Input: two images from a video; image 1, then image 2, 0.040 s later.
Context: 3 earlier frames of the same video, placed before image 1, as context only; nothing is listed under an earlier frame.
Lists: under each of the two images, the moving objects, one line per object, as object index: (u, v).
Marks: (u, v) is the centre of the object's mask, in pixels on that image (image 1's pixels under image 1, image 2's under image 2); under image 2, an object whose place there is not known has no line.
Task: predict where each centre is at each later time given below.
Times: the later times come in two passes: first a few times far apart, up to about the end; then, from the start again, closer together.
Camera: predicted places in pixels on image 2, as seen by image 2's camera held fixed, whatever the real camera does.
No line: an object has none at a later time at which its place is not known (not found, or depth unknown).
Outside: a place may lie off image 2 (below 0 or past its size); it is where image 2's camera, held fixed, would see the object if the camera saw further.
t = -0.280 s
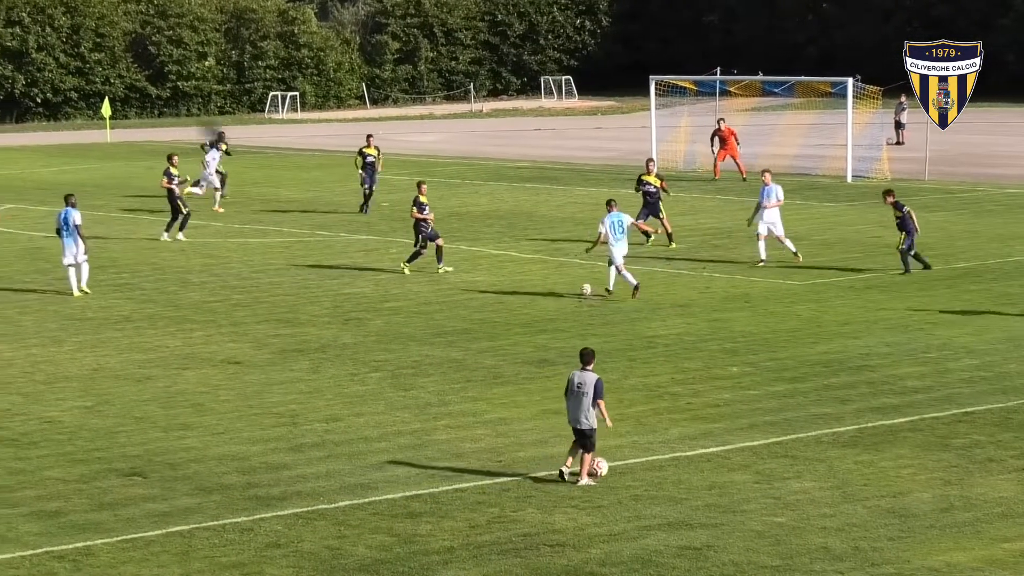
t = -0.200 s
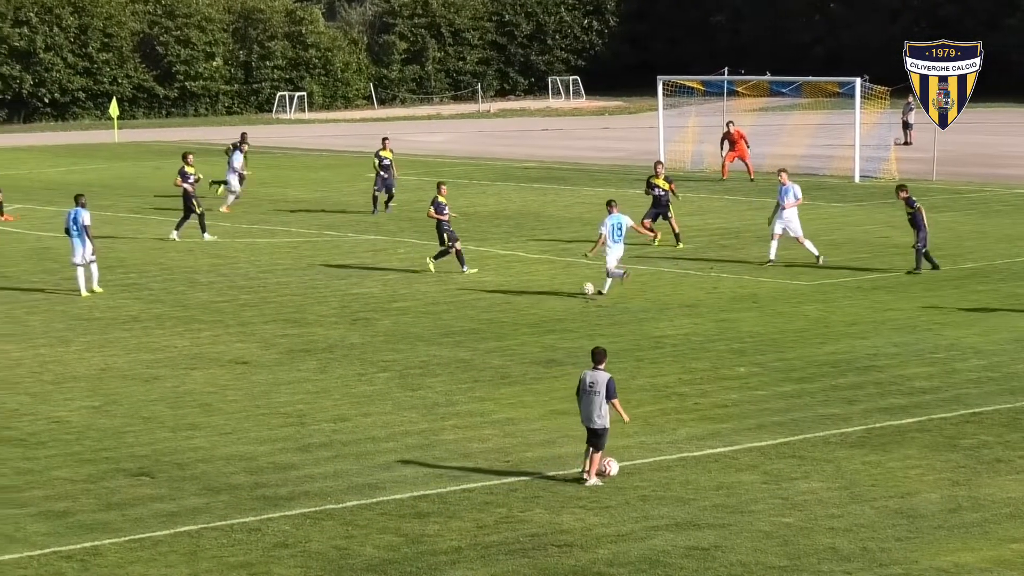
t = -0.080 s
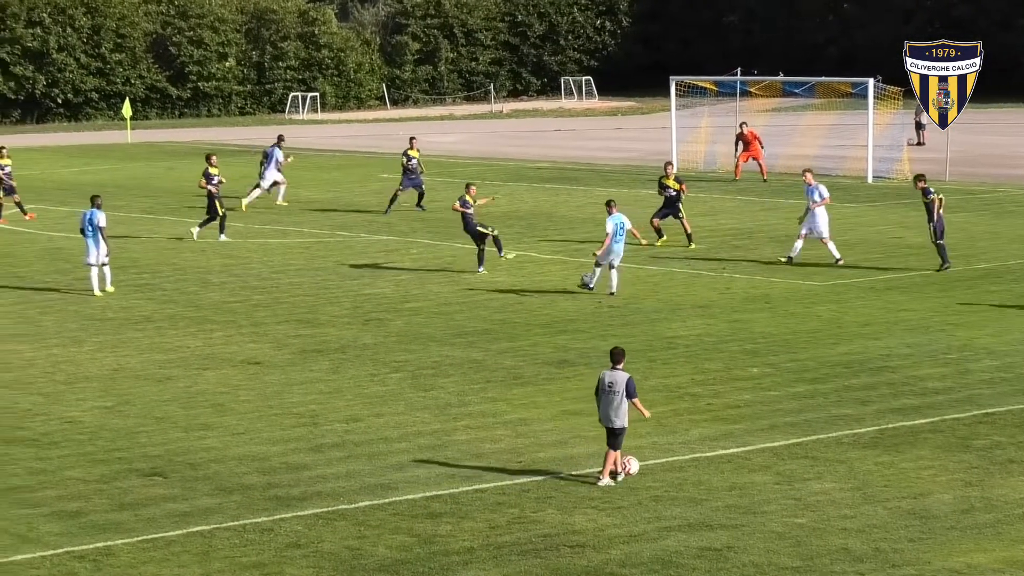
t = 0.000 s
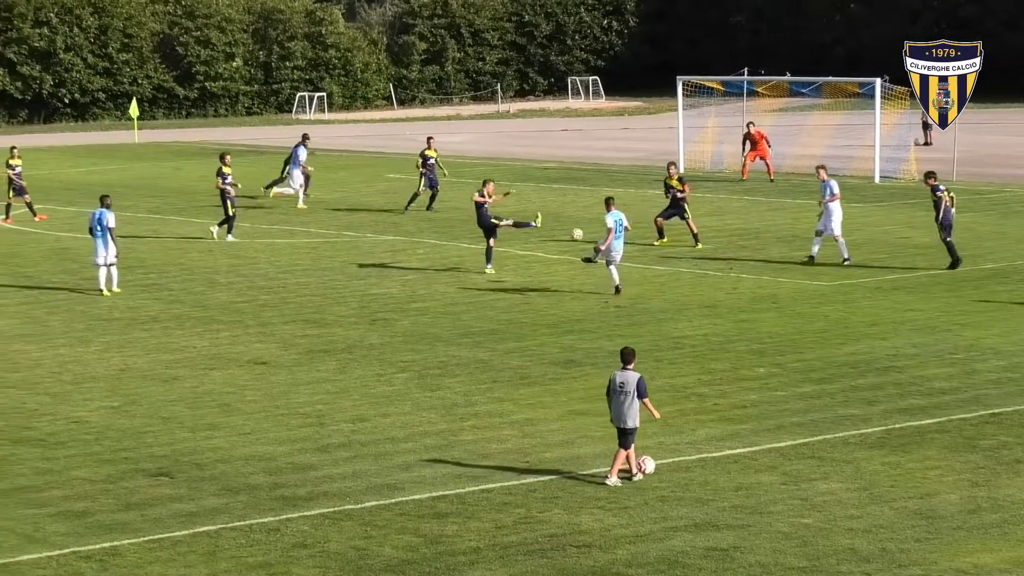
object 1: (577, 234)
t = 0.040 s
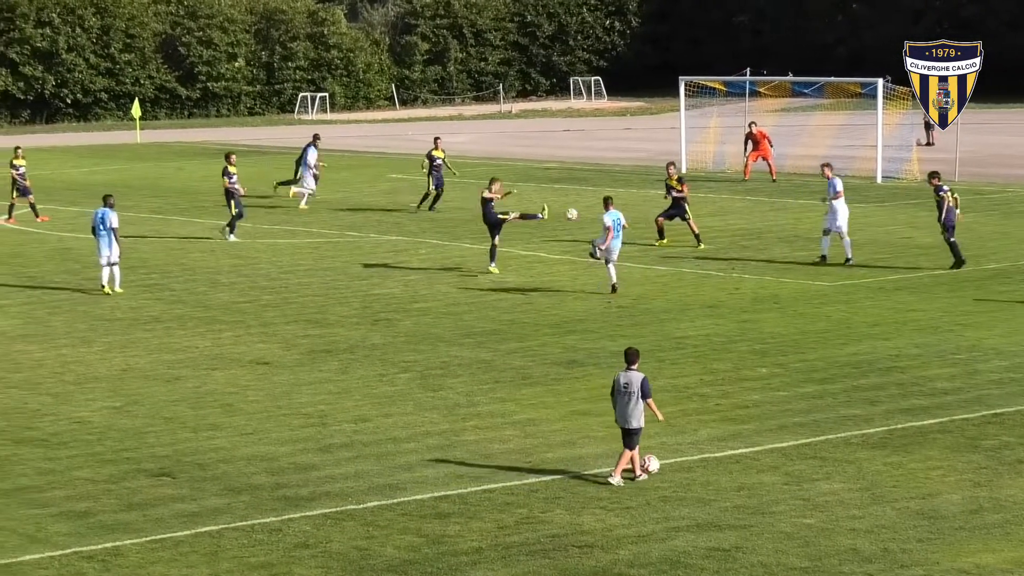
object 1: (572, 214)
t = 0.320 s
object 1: (535, 107)
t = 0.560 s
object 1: (522, 59)
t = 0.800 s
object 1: (519, 42)
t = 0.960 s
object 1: (522, 46)
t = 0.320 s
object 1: (535, 107)
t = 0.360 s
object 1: (532, 97)
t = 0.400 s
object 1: (529, 88)
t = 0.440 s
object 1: (527, 79)
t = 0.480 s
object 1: (525, 72)
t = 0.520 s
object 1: (523, 65)
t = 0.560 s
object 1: (522, 59)
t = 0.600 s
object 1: (521, 54)
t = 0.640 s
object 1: (520, 50)
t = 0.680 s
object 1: (519, 47)
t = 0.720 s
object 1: (519, 45)
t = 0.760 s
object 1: (519, 43)
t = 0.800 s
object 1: (519, 42)
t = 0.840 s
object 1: (519, 42)
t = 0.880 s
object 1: (520, 42)
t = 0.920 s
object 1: (521, 44)
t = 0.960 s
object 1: (522, 46)
